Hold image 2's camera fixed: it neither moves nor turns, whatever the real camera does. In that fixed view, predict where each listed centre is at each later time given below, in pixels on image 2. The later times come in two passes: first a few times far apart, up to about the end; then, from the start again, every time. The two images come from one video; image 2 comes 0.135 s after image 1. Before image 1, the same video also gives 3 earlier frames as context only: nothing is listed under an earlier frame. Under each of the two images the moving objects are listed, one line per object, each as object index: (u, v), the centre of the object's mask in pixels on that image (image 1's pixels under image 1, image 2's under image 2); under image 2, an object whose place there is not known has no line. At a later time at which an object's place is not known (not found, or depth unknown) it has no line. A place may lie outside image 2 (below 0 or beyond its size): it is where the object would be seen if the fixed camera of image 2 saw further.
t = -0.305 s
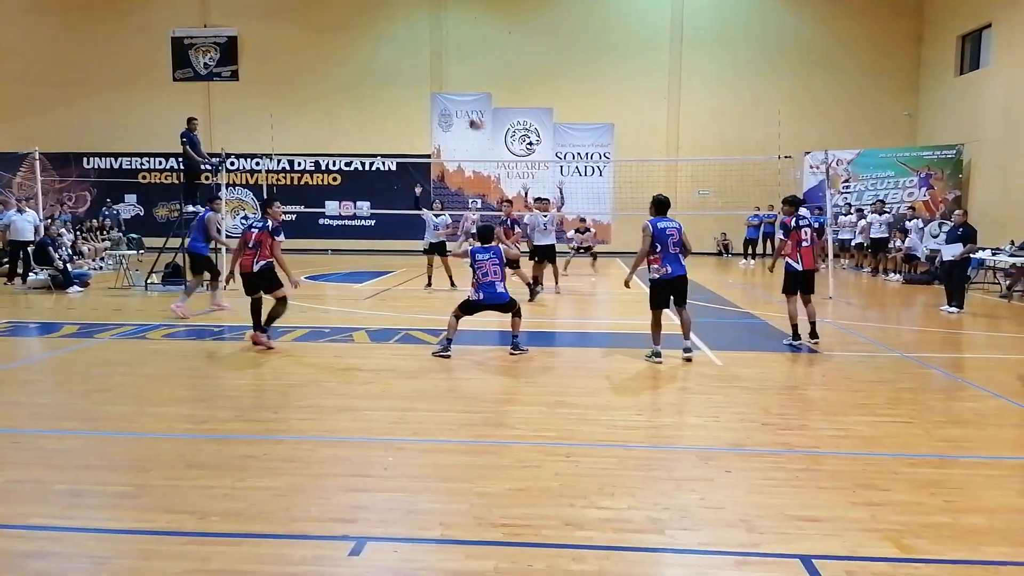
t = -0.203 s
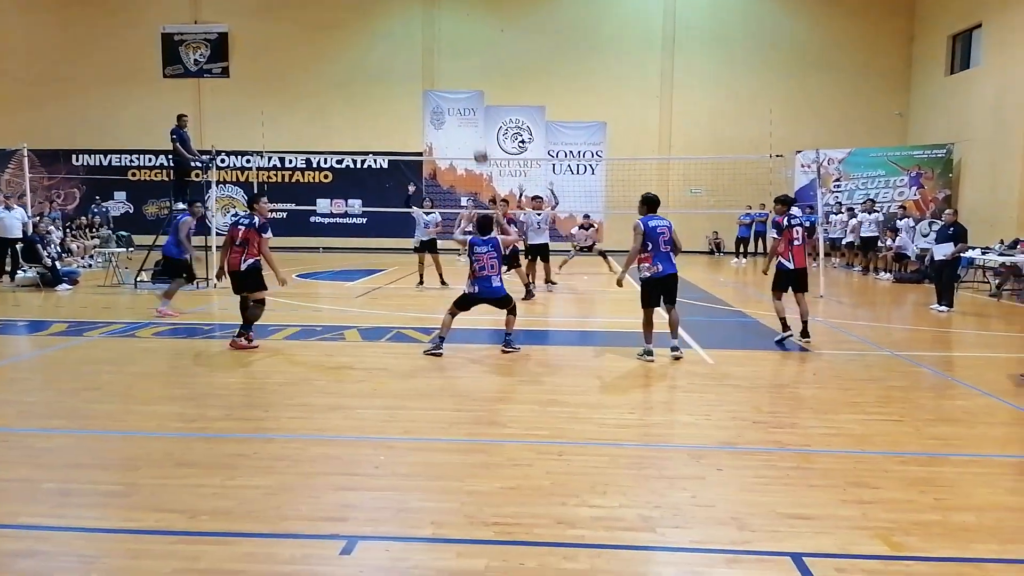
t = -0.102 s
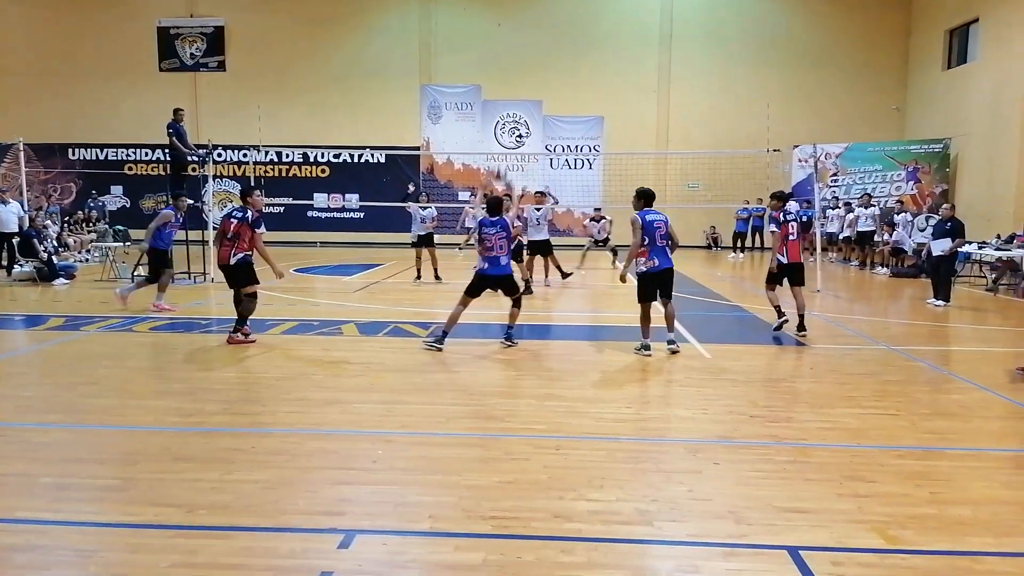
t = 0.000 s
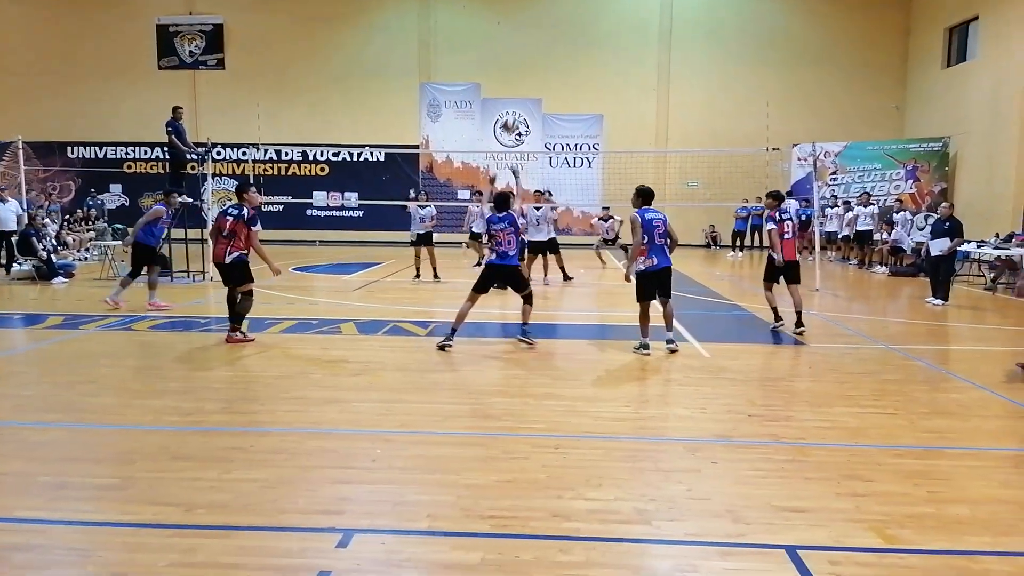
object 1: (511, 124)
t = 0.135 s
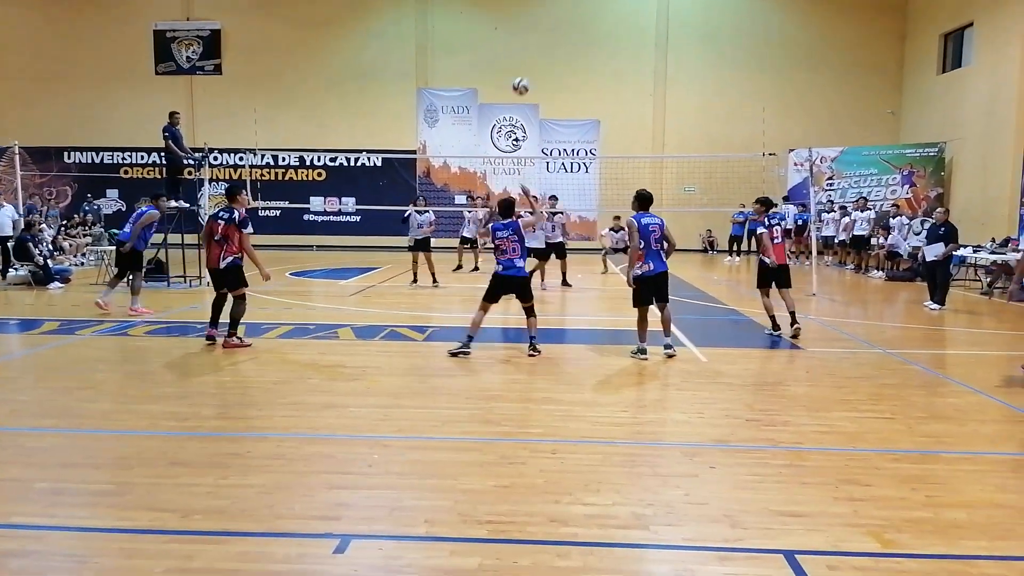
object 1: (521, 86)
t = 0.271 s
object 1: (533, 62)
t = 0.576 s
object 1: (555, 65)
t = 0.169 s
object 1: (524, 78)
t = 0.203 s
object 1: (527, 72)
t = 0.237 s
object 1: (530, 66)
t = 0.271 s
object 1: (533, 62)
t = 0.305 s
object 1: (536, 59)
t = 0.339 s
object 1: (538, 57)
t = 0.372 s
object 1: (541, 55)
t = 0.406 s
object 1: (543, 55)
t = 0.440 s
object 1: (546, 55)
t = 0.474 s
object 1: (549, 57)
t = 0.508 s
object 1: (551, 58)
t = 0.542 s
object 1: (553, 62)
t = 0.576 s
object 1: (555, 65)
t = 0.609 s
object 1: (557, 69)
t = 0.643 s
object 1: (560, 74)
